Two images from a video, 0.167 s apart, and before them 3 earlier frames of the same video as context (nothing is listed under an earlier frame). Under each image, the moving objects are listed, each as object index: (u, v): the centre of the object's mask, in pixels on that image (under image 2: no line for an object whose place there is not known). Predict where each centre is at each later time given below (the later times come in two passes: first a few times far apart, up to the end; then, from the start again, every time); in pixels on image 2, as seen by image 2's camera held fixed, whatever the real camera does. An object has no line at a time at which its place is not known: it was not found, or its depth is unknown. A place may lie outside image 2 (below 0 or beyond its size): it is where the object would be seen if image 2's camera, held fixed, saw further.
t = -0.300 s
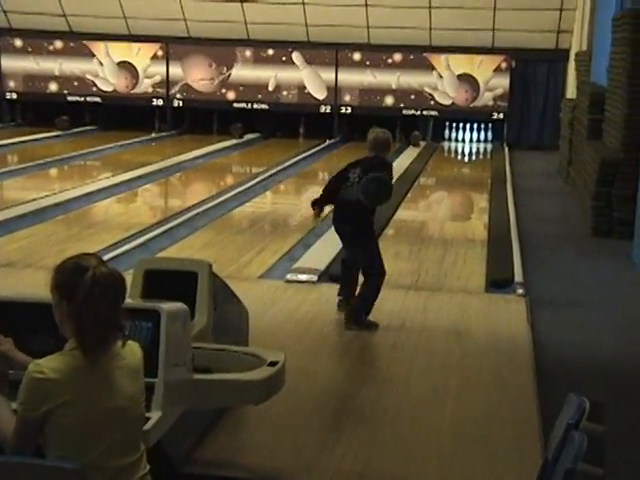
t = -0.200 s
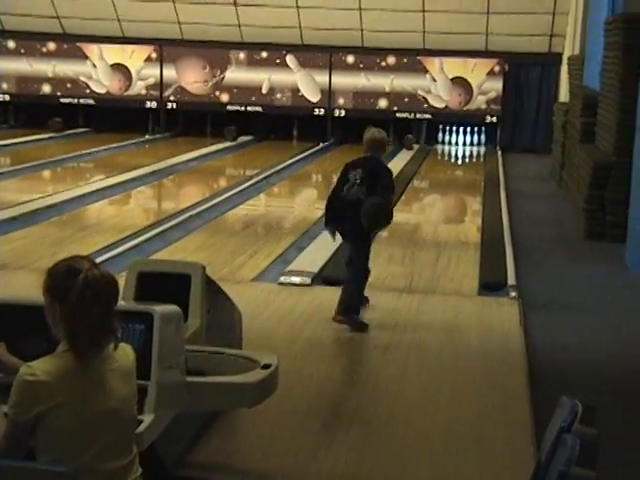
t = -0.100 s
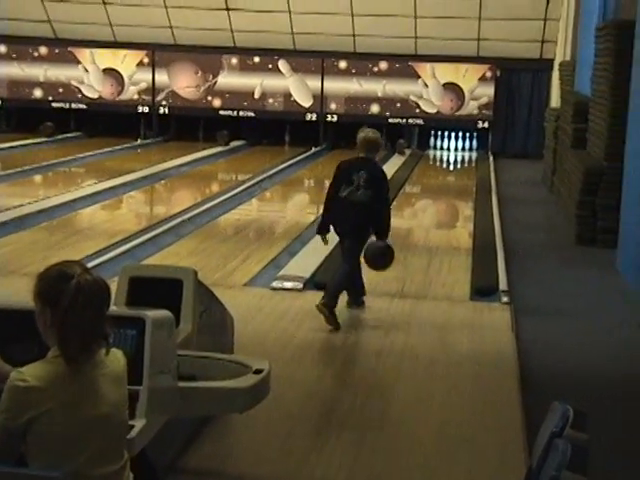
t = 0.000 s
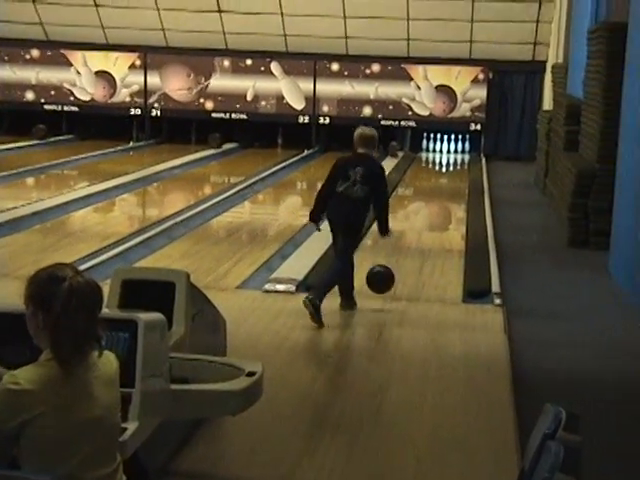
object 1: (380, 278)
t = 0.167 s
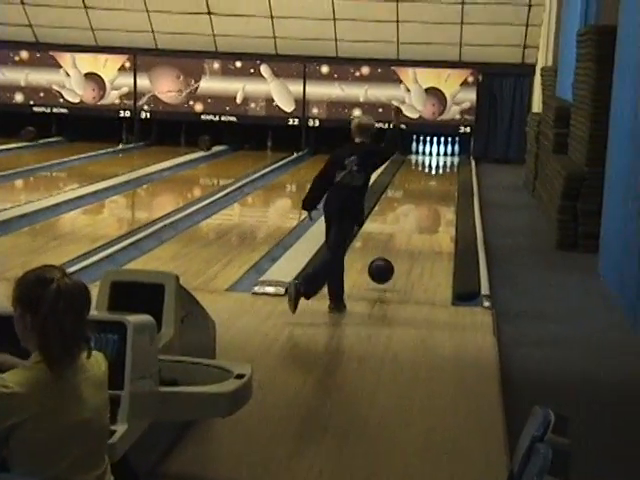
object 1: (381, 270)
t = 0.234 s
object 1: (384, 267)
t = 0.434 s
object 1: (394, 250)
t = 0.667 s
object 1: (404, 232)
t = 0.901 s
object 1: (412, 218)
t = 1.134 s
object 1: (418, 207)
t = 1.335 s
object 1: (422, 198)
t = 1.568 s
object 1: (426, 190)
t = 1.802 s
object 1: (429, 183)
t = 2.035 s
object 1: (433, 176)
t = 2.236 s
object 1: (435, 171)
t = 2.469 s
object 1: (437, 166)
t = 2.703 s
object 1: (440, 163)
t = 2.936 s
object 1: (440, 160)
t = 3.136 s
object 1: (441, 157)
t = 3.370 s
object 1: (442, 154)
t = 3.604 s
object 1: (444, 151)
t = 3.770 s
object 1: (449, 152)
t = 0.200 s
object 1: (383, 268)
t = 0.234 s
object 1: (384, 267)
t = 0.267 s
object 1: (386, 266)
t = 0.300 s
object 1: (388, 263)
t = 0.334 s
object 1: (390, 259)
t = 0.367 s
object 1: (391, 256)
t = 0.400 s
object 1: (393, 253)
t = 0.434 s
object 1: (394, 250)
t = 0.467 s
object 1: (396, 247)
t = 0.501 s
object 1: (397, 245)
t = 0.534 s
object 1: (399, 242)
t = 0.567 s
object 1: (400, 240)
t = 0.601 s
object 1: (402, 237)
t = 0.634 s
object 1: (403, 235)
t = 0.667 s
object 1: (404, 232)
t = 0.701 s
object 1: (405, 230)
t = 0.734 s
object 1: (407, 228)
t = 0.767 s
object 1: (408, 226)
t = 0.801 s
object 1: (409, 224)
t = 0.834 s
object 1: (410, 222)
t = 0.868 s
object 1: (411, 220)
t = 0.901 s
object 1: (412, 218)
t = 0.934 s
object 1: (413, 216)
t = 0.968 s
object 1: (414, 214)
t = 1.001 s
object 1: (414, 213)
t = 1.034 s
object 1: (415, 211)
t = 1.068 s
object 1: (416, 210)
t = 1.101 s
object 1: (417, 209)
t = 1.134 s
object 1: (418, 207)
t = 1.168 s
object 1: (418, 205)
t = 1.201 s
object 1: (419, 204)
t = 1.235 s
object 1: (420, 203)
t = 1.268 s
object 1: (421, 201)
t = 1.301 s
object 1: (421, 200)
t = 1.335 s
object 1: (422, 198)
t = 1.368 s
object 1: (422, 197)
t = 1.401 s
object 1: (423, 196)
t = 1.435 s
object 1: (424, 195)
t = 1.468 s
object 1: (424, 194)
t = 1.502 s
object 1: (425, 192)
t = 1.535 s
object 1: (426, 191)
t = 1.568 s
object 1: (426, 190)
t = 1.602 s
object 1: (427, 190)
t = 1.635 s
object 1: (427, 188)
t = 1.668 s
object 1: (428, 187)
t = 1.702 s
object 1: (428, 186)
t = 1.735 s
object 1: (429, 185)
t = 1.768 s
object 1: (429, 184)
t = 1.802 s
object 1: (429, 183)
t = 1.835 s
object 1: (430, 182)
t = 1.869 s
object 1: (430, 181)
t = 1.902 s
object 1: (431, 180)
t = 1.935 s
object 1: (431, 179)
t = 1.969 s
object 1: (431, 178)
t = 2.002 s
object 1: (432, 177)
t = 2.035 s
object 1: (433, 176)
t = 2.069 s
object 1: (433, 175)
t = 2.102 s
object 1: (433, 175)
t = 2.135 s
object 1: (433, 174)
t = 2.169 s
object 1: (434, 173)
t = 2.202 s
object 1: (434, 172)
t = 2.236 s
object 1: (435, 171)
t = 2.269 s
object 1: (435, 171)
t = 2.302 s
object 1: (435, 170)
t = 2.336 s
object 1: (436, 169)
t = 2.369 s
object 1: (436, 169)
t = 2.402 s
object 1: (436, 168)
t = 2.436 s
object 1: (436, 167)
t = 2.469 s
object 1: (437, 166)
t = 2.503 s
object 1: (437, 166)
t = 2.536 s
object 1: (438, 165)
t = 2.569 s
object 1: (439, 165)
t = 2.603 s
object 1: (438, 164)
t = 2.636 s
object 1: (439, 163)
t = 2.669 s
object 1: (439, 163)
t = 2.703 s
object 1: (440, 163)
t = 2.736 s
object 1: (439, 162)
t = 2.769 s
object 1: (440, 162)
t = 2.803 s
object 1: (440, 161)
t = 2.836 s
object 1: (440, 161)
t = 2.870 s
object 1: (440, 161)
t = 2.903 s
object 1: (440, 160)
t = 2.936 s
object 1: (440, 160)
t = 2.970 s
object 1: (440, 160)
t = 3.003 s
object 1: (440, 158)
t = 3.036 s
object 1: (441, 157)
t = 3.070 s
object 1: (441, 157)
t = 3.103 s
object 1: (441, 157)
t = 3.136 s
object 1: (441, 157)
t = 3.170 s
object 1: (441, 156)
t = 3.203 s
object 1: (441, 156)
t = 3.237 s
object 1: (442, 155)
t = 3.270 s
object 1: (442, 154)
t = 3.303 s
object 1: (442, 154)
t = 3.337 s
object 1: (442, 154)
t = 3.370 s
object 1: (442, 154)
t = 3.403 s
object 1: (443, 154)
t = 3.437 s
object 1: (443, 154)
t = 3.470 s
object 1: (443, 153)
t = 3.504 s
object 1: (443, 153)
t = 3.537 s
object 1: (443, 152)
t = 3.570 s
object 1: (443, 152)
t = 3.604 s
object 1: (444, 151)
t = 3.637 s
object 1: (444, 151)
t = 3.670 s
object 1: (445, 152)
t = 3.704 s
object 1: (447, 152)
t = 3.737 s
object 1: (448, 152)
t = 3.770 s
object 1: (449, 152)
